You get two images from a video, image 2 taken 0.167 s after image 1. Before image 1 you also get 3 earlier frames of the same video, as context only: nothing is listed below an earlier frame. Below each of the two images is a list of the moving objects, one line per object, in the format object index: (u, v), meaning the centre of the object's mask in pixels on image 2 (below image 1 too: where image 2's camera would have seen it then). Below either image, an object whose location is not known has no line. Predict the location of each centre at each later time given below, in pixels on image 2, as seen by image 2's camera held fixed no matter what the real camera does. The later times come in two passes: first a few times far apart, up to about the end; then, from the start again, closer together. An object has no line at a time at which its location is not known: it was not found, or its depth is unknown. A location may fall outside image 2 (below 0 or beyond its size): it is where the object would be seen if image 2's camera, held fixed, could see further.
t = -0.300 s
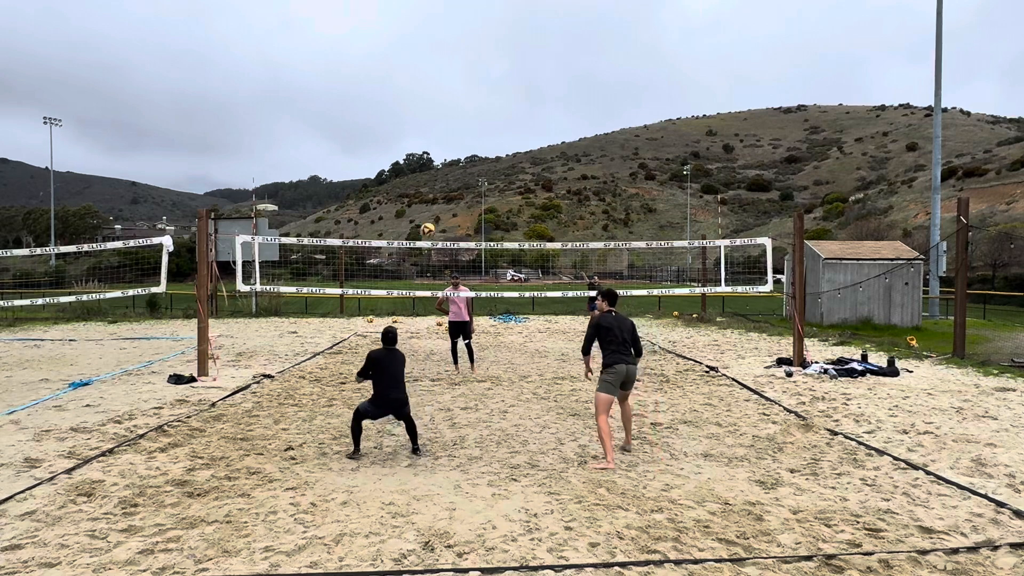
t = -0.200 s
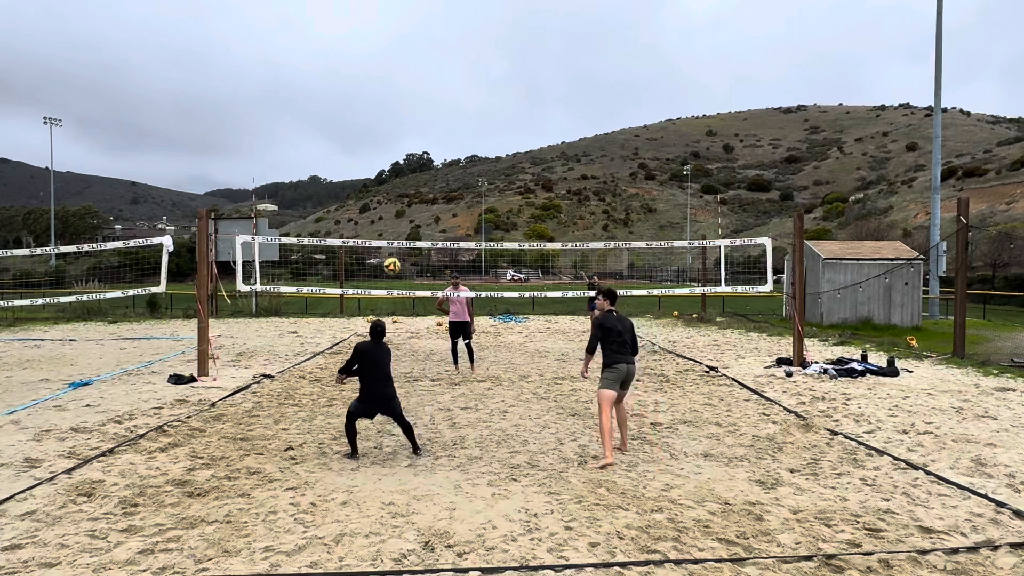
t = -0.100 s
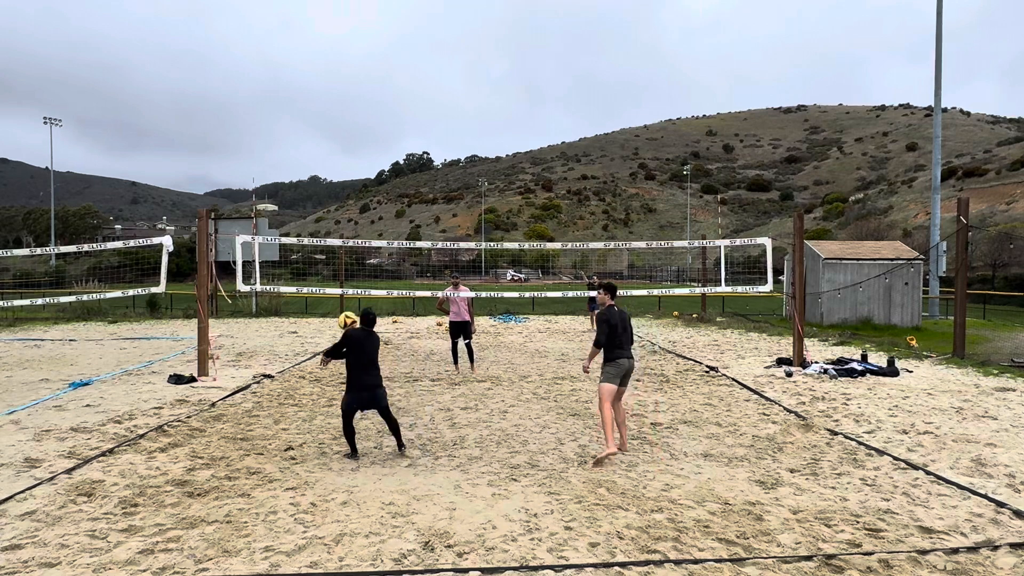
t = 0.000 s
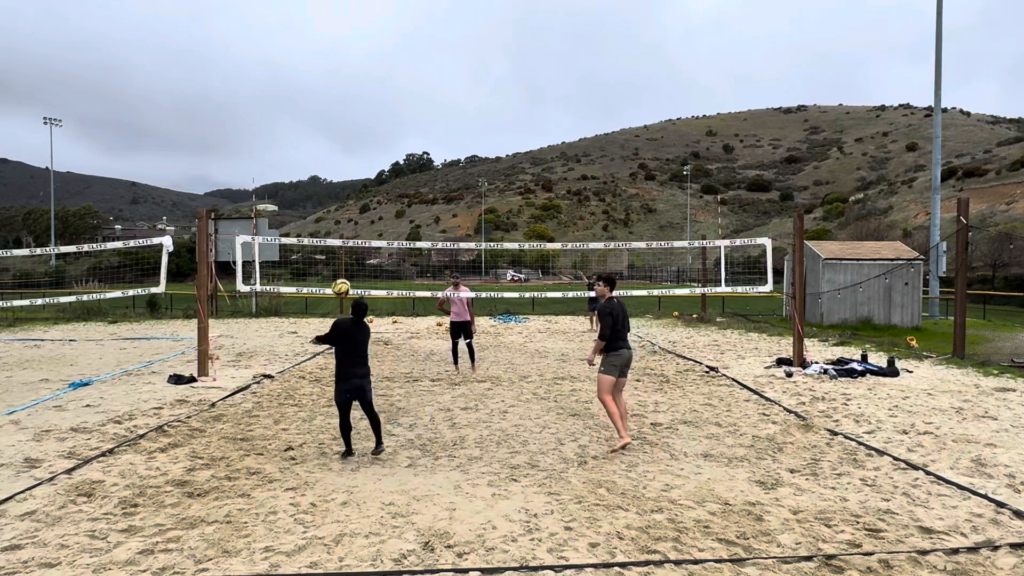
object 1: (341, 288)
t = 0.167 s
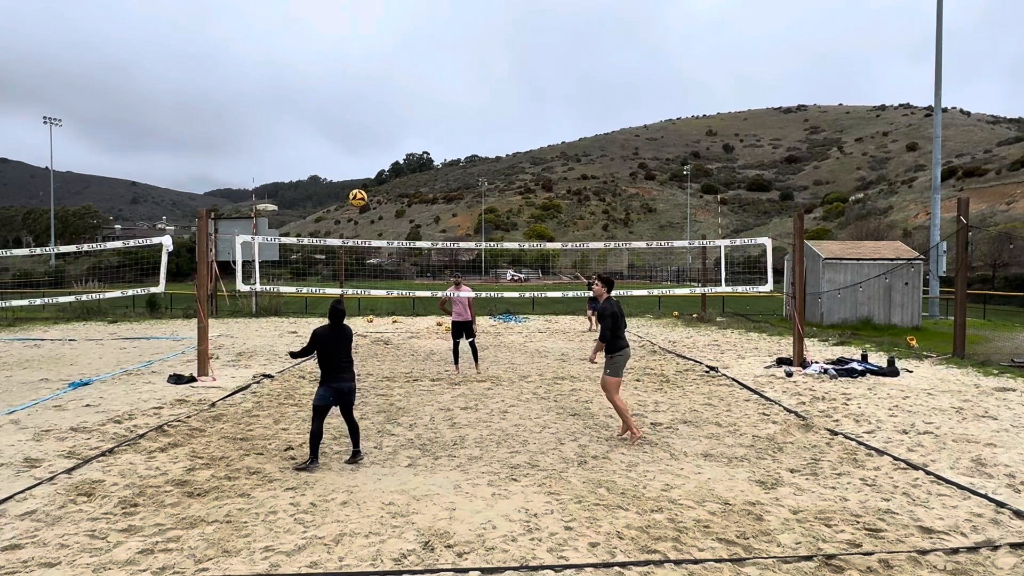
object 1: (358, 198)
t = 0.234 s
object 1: (364, 171)
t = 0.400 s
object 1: (381, 124)
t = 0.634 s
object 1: (403, 98)
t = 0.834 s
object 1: (420, 107)
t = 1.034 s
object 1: (437, 142)
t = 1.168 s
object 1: (448, 175)
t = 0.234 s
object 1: (364, 171)
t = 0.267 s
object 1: (368, 160)
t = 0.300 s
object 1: (371, 149)
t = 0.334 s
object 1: (374, 140)
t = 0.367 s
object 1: (377, 131)
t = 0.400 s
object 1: (381, 124)
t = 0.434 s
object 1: (384, 117)
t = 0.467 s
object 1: (387, 112)
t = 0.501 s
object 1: (390, 107)
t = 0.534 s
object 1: (393, 103)
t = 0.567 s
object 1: (397, 101)
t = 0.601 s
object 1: (400, 99)
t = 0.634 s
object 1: (403, 98)
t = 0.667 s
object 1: (406, 97)
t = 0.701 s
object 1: (409, 98)
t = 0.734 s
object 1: (412, 99)
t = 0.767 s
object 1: (415, 101)
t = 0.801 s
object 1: (418, 104)
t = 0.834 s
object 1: (420, 107)
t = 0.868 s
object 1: (423, 111)
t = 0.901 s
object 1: (426, 116)
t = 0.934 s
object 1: (429, 122)
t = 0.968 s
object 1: (431, 128)
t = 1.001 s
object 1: (434, 134)
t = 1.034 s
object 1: (437, 142)
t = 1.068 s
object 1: (440, 149)
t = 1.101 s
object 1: (443, 157)
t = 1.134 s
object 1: (446, 165)
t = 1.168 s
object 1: (448, 175)
